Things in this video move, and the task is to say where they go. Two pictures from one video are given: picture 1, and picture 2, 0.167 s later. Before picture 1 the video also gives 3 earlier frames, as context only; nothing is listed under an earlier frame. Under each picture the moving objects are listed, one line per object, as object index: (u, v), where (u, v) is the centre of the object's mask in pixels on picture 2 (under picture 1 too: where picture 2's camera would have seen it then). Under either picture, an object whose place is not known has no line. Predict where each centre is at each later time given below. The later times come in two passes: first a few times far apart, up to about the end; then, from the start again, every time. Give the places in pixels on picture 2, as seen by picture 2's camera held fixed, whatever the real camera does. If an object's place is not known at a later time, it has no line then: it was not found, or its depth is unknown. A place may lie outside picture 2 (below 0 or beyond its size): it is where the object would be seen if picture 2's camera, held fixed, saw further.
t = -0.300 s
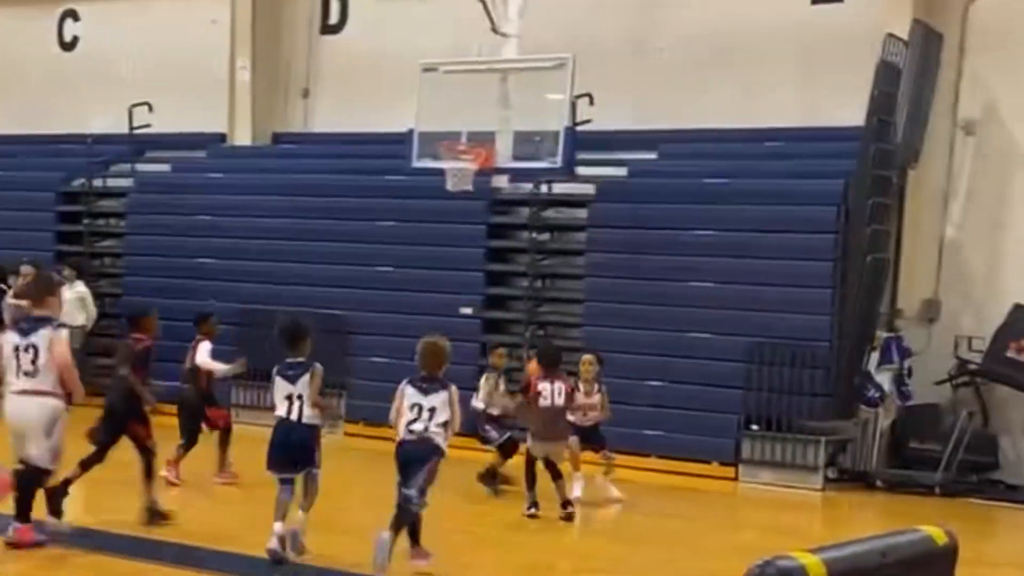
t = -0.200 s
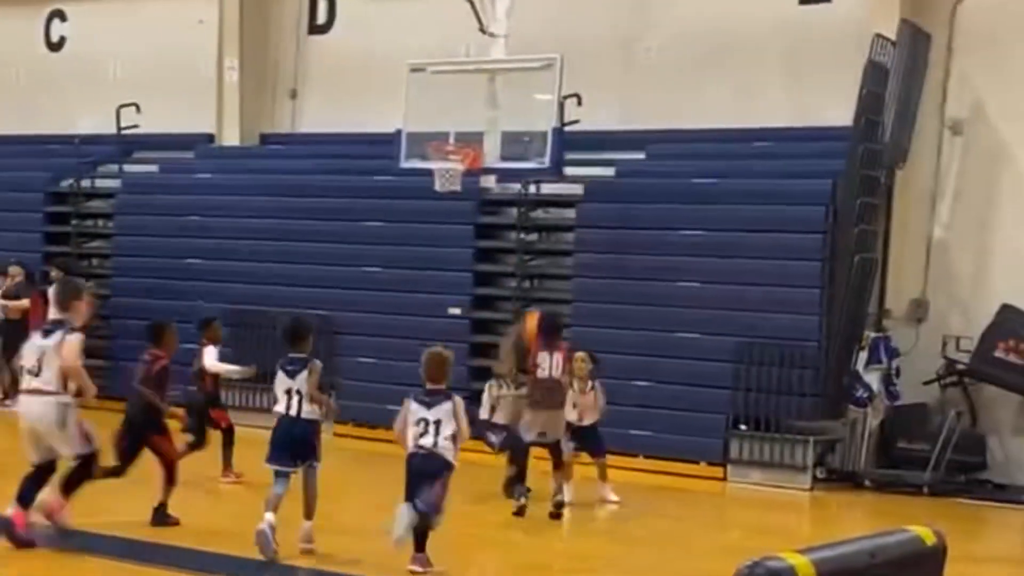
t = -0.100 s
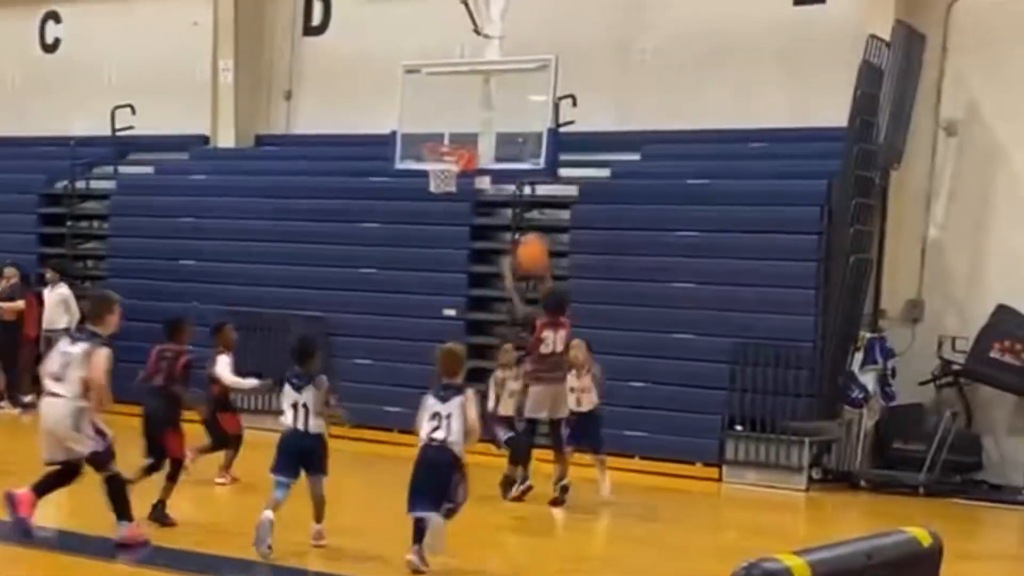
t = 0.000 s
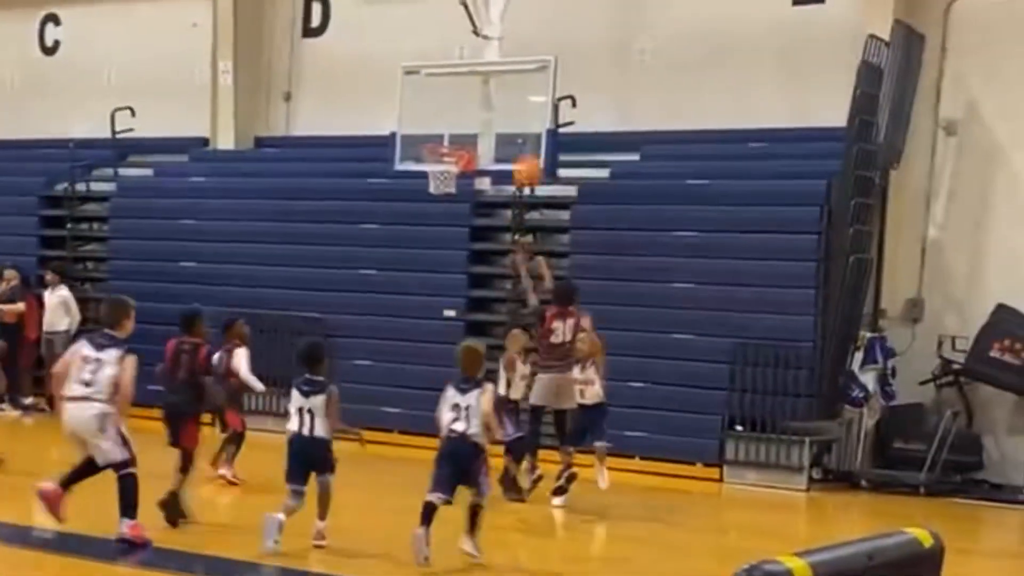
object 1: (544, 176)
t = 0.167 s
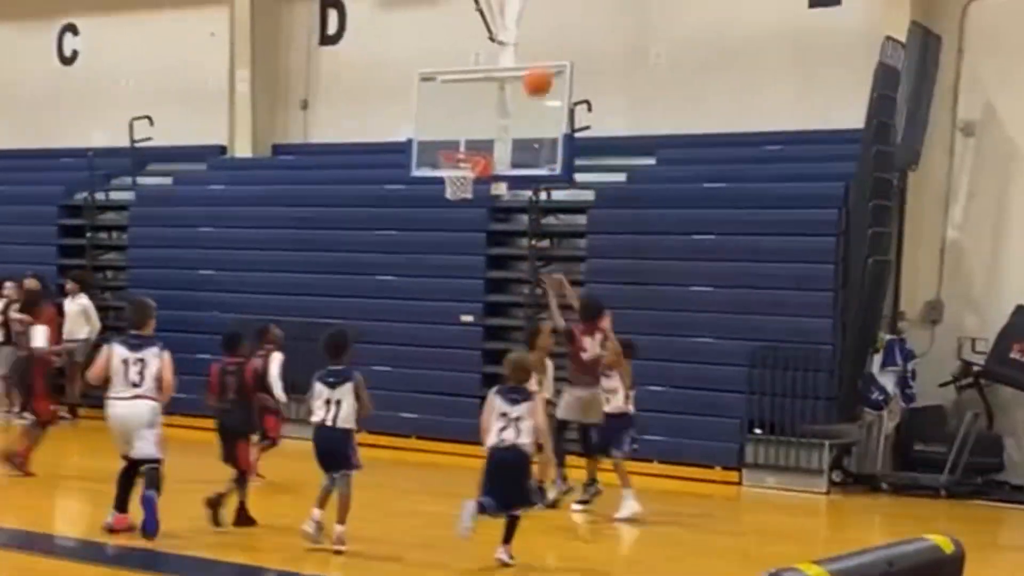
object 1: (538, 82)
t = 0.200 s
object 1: (536, 68)
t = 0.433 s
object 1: (523, 11)
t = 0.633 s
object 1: (511, 16)
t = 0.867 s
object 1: (494, 70)
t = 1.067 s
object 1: (467, 141)
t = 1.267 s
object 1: (450, 166)
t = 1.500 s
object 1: (469, 185)
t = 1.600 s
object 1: (467, 196)
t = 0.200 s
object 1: (536, 68)
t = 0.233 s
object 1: (534, 54)
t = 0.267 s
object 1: (532, 44)
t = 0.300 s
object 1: (530, 35)
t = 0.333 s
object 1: (529, 27)
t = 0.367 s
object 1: (527, 20)
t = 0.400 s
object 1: (525, 14)
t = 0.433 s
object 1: (523, 11)
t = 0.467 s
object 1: (521, 9)
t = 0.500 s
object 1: (519, 7)
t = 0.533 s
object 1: (517, 8)
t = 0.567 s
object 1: (515, 8)
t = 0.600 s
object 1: (513, 12)
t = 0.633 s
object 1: (511, 16)
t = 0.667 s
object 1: (509, 20)
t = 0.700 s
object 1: (506, 26)
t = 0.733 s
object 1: (503, 34)
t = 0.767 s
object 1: (501, 41)
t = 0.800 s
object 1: (499, 48)
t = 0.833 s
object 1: (496, 59)
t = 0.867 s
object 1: (494, 70)
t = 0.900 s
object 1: (492, 84)
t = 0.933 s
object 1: (489, 97)
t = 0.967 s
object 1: (487, 111)
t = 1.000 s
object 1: (485, 126)
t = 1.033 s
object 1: (476, 134)
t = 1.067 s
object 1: (467, 141)
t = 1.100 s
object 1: (457, 150)
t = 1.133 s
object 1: (451, 158)
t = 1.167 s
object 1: (449, 162)
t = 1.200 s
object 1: (449, 165)
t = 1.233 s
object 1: (449, 165)
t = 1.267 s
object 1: (450, 166)
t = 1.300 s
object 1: (452, 167)
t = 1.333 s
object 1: (459, 171)
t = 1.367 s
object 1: (462, 174)
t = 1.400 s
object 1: (463, 176)
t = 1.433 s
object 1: (465, 179)
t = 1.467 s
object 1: (466, 181)
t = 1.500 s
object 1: (469, 185)
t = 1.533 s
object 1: (469, 188)
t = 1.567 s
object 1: (469, 192)
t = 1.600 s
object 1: (467, 196)
